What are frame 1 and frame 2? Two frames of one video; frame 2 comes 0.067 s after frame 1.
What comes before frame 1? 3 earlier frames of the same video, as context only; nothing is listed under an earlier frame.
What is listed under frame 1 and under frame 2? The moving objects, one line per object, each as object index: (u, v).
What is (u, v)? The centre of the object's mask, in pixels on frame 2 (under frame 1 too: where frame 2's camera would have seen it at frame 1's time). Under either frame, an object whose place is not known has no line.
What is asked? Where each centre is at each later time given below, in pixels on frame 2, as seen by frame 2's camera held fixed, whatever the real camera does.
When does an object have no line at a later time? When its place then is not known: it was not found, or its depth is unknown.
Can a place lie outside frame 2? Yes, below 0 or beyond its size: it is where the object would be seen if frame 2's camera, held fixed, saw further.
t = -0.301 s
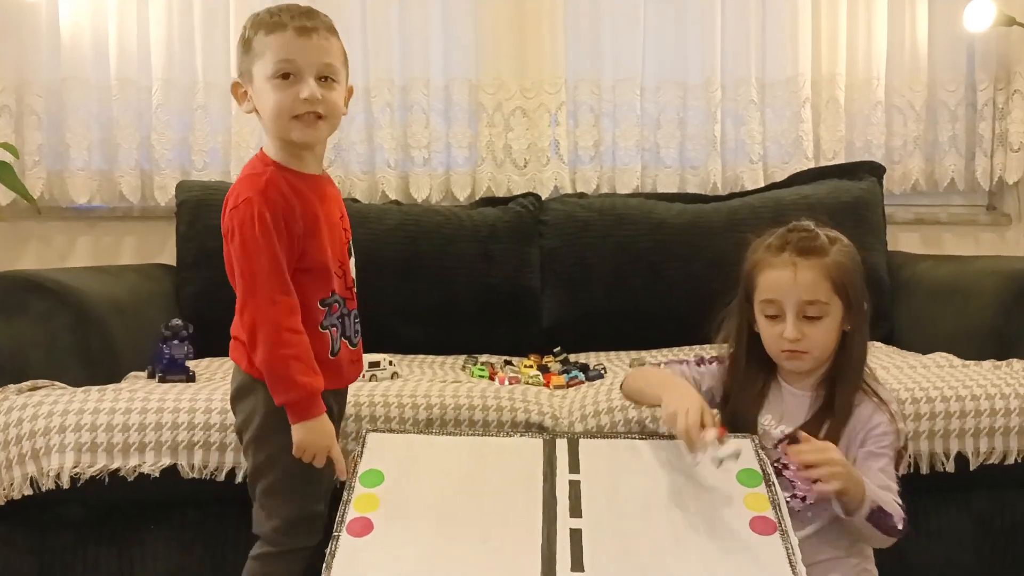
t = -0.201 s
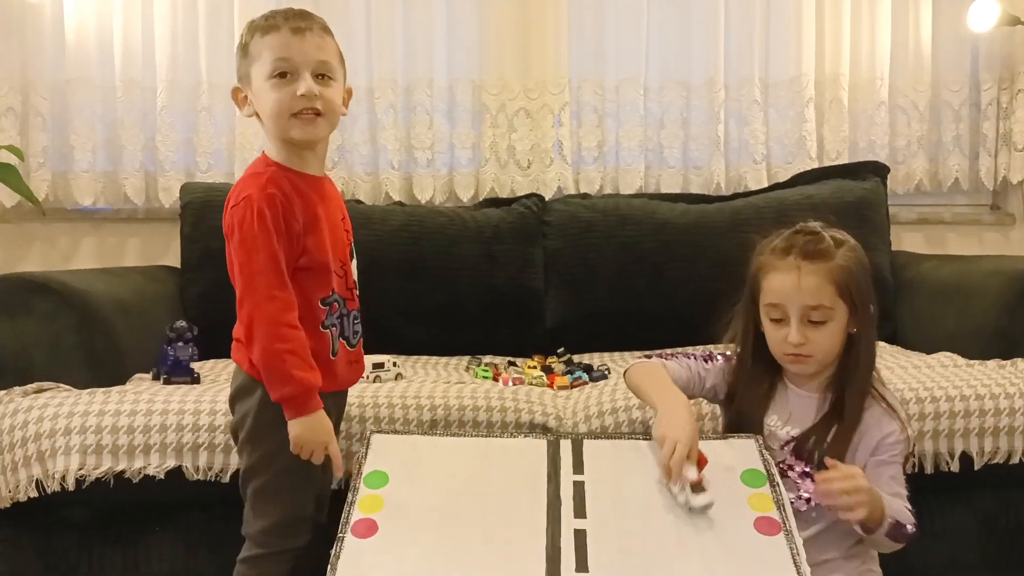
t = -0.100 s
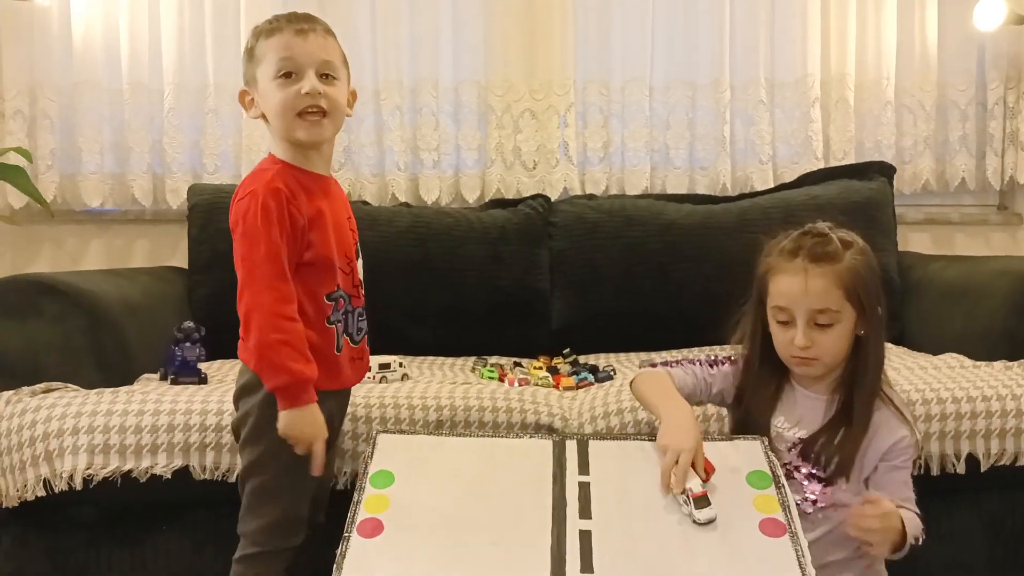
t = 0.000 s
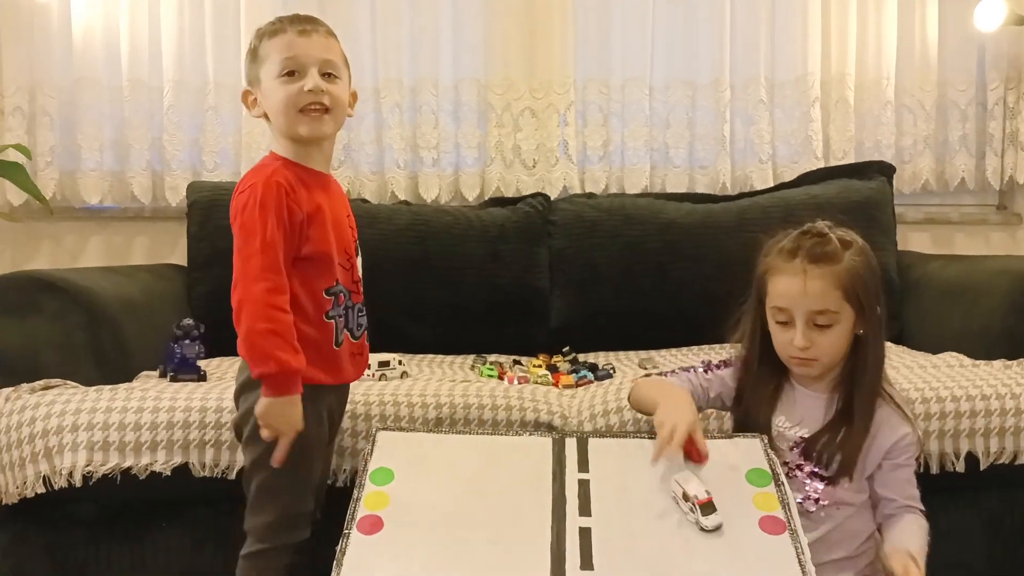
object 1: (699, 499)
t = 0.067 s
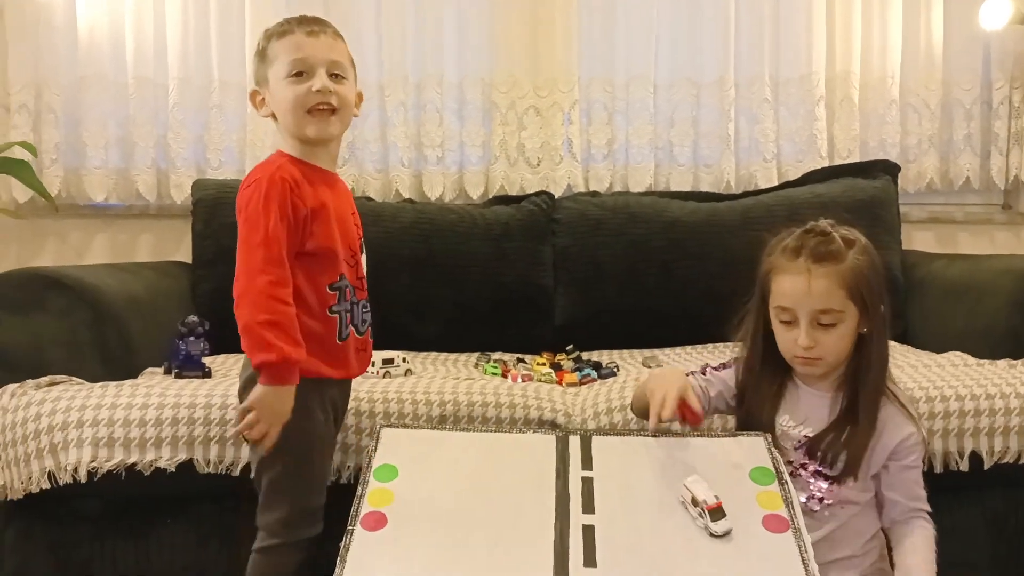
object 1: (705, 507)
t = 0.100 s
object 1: (708, 511)
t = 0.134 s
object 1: (711, 515)
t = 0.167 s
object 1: (715, 520)
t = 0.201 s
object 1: (718, 523)
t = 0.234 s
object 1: (721, 528)
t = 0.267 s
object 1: (725, 533)
